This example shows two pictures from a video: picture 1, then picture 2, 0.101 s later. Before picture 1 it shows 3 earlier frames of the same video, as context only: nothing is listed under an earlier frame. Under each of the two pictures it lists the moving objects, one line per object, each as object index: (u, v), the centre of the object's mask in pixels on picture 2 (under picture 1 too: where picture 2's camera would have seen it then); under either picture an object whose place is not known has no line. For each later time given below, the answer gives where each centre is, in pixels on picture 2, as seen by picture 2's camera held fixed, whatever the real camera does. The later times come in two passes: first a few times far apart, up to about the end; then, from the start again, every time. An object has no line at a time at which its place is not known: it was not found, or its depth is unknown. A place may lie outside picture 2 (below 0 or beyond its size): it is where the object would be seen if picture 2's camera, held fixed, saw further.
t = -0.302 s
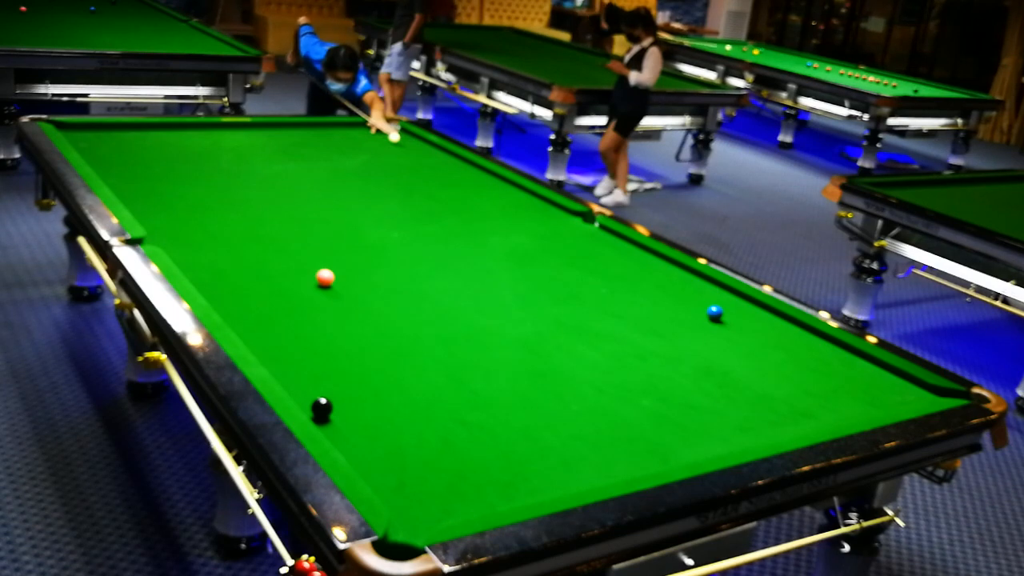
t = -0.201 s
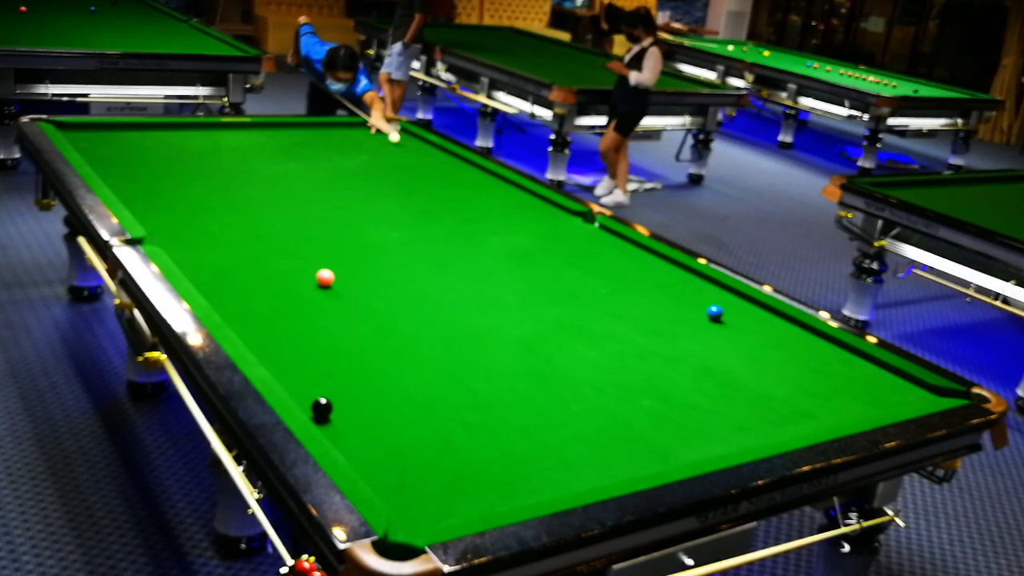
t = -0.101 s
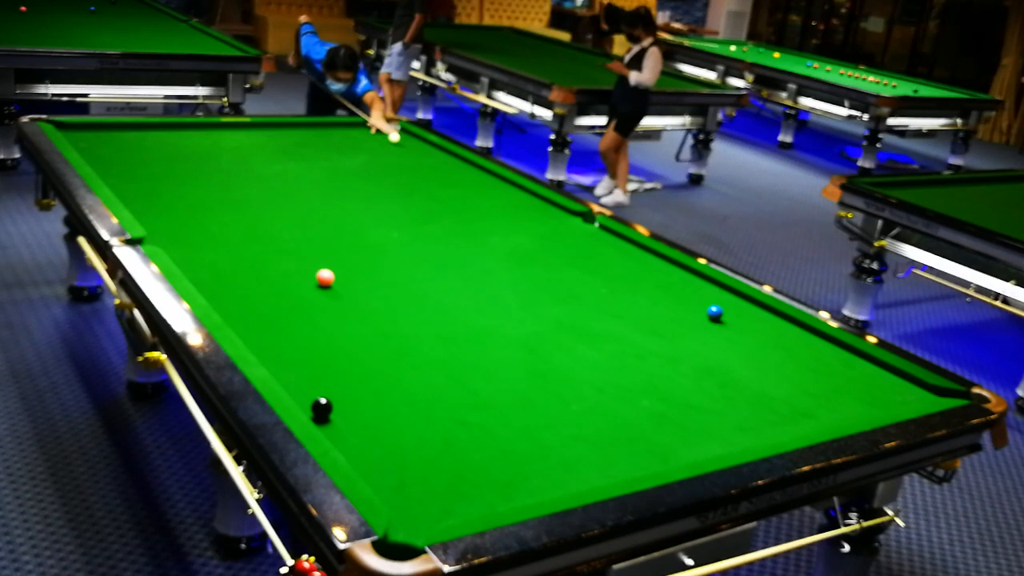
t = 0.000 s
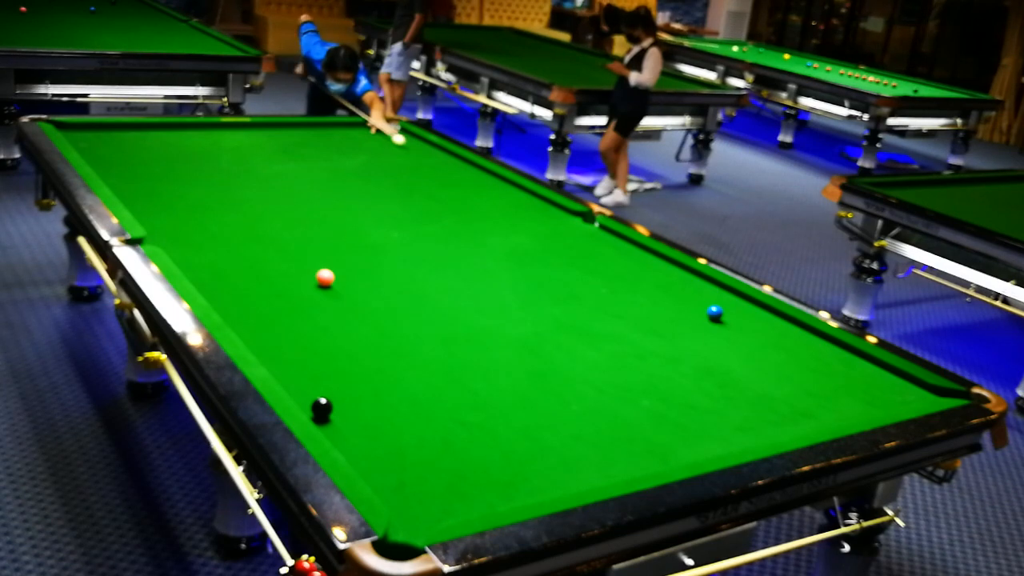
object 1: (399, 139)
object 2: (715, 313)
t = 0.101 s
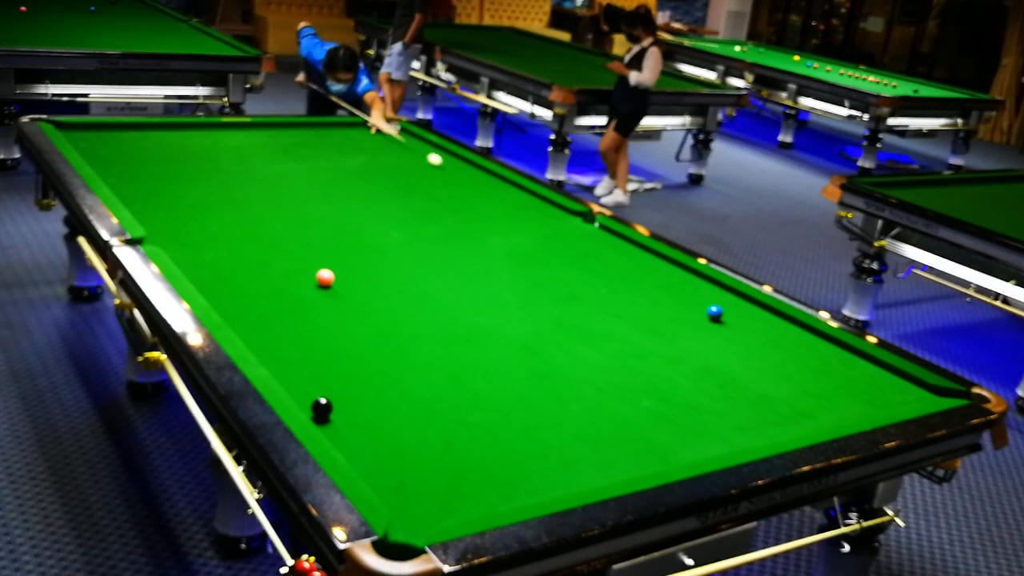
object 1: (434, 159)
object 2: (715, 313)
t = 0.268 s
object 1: (500, 196)
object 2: (715, 313)
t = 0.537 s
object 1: (623, 264)
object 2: (714, 313)
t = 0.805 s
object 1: (688, 318)
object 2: (815, 351)
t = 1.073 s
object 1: (694, 355)
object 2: (927, 394)
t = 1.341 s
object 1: (716, 406)
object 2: (868, 404)
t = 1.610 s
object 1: (703, 438)
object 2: (809, 412)
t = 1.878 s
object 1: (622, 416)
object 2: (748, 421)
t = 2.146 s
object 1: (547, 396)
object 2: (683, 430)
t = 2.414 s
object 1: (478, 378)
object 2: (617, 439)
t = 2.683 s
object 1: (413, 362)
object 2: (550, 448)
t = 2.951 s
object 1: (353, 347)
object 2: (480, 458)
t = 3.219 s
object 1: (297, 333)
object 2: (409, 468)
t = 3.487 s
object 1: (245, 320)
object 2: (380, 469)
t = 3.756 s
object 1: (230, 307)
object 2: (416, 457)
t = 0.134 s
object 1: (447, 166)
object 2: (715, 313)
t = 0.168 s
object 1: (460, 173)
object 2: (715, 313)
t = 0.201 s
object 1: (473, 181)
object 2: (715, 313)
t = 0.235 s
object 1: (486, 188)
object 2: (715, 313)
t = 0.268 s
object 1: (500, 196)
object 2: (715, 313)
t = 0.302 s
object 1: (514, 204)
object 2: (714, 313)
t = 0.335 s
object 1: (529, 212)
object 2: (714, 313)
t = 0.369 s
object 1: (544, 220)
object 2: (714, 313)
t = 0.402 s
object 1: (558, 228)
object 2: (714, 313)
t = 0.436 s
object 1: (574, 237)
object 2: (714, 313)
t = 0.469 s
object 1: (589, 245)
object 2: (714, 313)
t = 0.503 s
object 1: (605, 254)
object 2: (714, 313)
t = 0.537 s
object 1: (623, 264)
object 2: (714, 313)
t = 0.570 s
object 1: (641, 274)
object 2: (714, 313)
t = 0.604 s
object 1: (659, 284)
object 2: (714, 313)
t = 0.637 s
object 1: (679, 295)
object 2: (714, 313)
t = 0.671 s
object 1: (698, 306)
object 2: (715, 313)
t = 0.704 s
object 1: (697, 310)
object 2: (738, 321)
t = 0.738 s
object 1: (694, 312)
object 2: (764, 331)
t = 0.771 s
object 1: (691, 315)
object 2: (789, 341)
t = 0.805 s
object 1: (688, 318)
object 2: (815, 351)
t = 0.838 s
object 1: (687, 322)
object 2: (841, 360)
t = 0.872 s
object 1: (686, 325)
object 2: (866, 369)
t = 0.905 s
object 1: (686, 329)
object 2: (892, 379)
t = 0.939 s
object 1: (687, 334)
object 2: (916, 388)
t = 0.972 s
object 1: (688, 339)
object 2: (938, 393)
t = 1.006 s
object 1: (689, 344)
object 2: (939, 390)
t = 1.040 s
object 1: (692, 349)
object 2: (933, 391)
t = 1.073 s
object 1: (694, 355)
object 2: (927, 394)
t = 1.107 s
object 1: (697, 361)
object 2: (919, 396)
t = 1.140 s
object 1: (700, 367)
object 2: (911, 397)
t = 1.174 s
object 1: (702, 373)
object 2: (904, 398)
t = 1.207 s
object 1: (705, 379)
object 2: (897, 399)
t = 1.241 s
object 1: (707, 386)
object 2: (890, 401)
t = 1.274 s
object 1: (710, 392)
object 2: (883, 402)
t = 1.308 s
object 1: (713, 399)
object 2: (876, 403)
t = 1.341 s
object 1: (716, 406)
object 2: (868, 404)
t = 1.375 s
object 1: (719, 413)
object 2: (861, 405)
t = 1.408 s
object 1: (722, 420)
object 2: (854, 407)
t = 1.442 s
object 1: (725, 428)
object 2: (846, 408)
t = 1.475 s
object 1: (728, 435)
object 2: (839, 409)
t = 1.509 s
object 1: (730, 440)
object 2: (831, 411)
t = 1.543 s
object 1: (727, 442)
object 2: (824, 412)
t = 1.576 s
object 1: (715, 441)
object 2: (816, 412)
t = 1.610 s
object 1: (703, 438)
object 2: (809, 412)
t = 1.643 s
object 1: (693, 435)
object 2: (801, 413)
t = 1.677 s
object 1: (683, 432)
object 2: (794, 415)
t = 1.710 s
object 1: (672, 429)
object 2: (786, 416)
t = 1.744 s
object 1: (662, 427)
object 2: (778, 417)
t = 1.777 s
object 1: (652, 424)
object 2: (771, 418)
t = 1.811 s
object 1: (642, 421)
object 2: (763, 419)
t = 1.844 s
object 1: (632, 419)
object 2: (756, 420)
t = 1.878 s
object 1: (622, 416)
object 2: (748, 421)
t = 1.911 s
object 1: (612, 414)
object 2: (740, 422)
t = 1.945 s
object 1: (603, 411)
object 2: (732, 423)
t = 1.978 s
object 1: (593, 408)
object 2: (724, 424)
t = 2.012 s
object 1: (584, 406)
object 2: (716, 425)
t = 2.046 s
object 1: (575, 404)
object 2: (707, 426)
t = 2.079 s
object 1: (565, 401)
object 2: (700, 428)
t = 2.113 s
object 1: (556, 399)
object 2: (692, 429)
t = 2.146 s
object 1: (547, 396)
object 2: (683, 430)
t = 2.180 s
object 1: (538, 394)
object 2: (675, 431)
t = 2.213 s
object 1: (529, 392)
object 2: (667, 432)
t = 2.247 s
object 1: (521, 389)
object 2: (659, 433)
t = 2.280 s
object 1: (512, 387)
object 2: (651, 434)
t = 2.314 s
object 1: (503, 385)
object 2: (642, 436)
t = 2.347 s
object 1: (495, 383)
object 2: (634, 437)
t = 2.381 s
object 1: (486, 380)
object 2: (626, 438)
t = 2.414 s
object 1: (478, 378)
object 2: (617, 439)
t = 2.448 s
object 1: (470, 376)
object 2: (609, 440)
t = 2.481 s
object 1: (461, 374)
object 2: (601, 441)
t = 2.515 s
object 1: (453, 372)
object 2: (592, 442)
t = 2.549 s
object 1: (445, 370)
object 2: (584, 443)
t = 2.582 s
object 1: (437, 368)
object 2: (575, 445)
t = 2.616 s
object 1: (429, 366)
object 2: (567, 446)
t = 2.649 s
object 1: (421, 364)
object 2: (558, 447)
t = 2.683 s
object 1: (413, 362)
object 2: (550, 448)
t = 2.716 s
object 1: (405, 360)
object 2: (541, 450)
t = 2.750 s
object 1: (398, 358)
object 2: (533, 450)
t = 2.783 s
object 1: (390, 356)
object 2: (524, 452)
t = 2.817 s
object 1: (382, 354)
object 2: (515, 453)
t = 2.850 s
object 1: (375, 353)
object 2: (507, 454)
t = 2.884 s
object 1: (367, 351)
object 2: (498, 456)
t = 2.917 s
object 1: (360, 349)
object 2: (489, 457)
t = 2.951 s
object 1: (353, 347)
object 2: (480, 458)
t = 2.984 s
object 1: (345, 345)
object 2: (472, 459)
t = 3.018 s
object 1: (338, 343)
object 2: (462, 461)
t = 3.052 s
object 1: (331, 342)
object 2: (454, 462)
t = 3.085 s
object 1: (324, 340)
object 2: (445, 463)
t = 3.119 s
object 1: (317, 338)
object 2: (436, 464)
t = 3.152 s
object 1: (310, 336)
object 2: (427, 465)
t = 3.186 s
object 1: (303, 335)
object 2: (418, 467)
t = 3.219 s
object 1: (297, 333)
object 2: (409, 468)
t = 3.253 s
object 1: (290, 331)
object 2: (400, 469)
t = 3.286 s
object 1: (284, 330)
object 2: (391, 471)
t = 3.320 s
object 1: (277, 328)
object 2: (382, 471)
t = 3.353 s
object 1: (270, 327)
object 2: (373, 472)
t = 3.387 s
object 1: (264, 325)
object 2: (367, 471)
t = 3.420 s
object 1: (258, 323)
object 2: (371, 471)
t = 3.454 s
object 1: (251, 322)
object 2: (376, 470)
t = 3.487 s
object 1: (245, 320)
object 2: (380, 469)
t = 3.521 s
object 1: (239, 318)
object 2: (385, 467)
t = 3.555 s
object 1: (233, 316)
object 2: (390, 466)
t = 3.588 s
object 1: (228, 314)
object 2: (395, 464)
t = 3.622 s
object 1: (226, 312)
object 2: (399, 463)
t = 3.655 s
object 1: (227, 311)
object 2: (404, 462)
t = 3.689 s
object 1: (228, 310)
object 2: (408, 460)
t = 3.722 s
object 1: (229, 309)
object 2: (413, 459)
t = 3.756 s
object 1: (230, 307)
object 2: (416, 457)
